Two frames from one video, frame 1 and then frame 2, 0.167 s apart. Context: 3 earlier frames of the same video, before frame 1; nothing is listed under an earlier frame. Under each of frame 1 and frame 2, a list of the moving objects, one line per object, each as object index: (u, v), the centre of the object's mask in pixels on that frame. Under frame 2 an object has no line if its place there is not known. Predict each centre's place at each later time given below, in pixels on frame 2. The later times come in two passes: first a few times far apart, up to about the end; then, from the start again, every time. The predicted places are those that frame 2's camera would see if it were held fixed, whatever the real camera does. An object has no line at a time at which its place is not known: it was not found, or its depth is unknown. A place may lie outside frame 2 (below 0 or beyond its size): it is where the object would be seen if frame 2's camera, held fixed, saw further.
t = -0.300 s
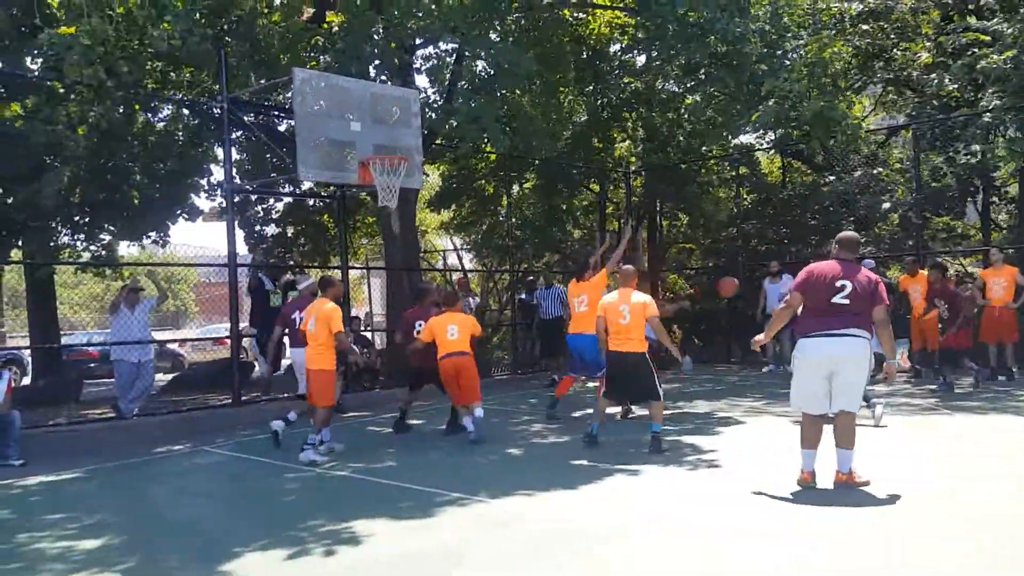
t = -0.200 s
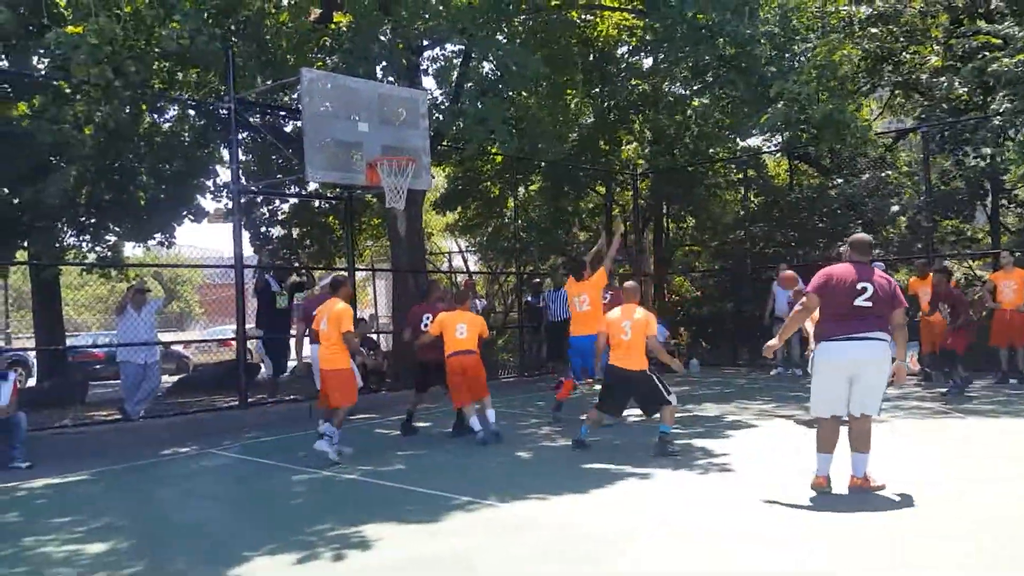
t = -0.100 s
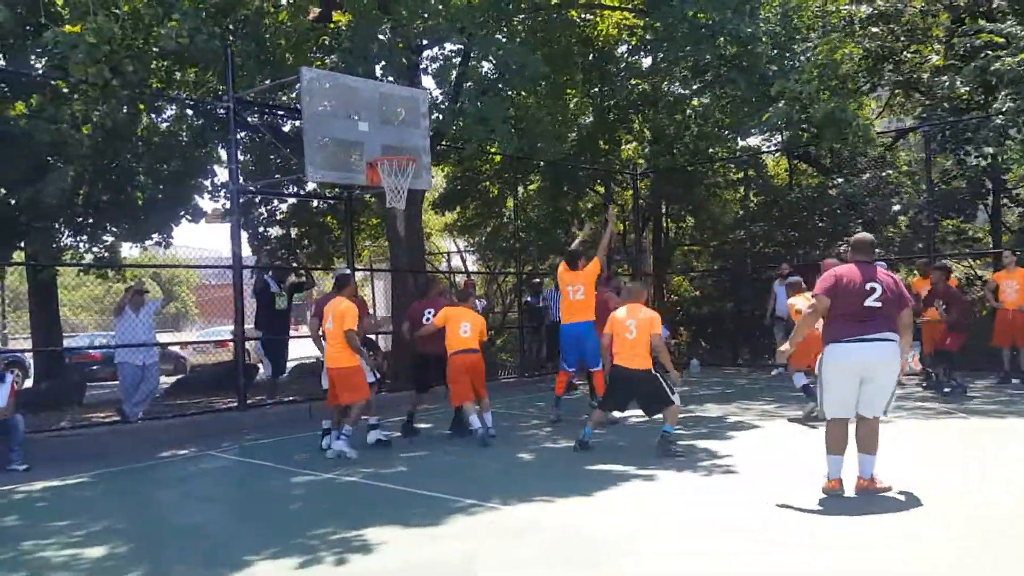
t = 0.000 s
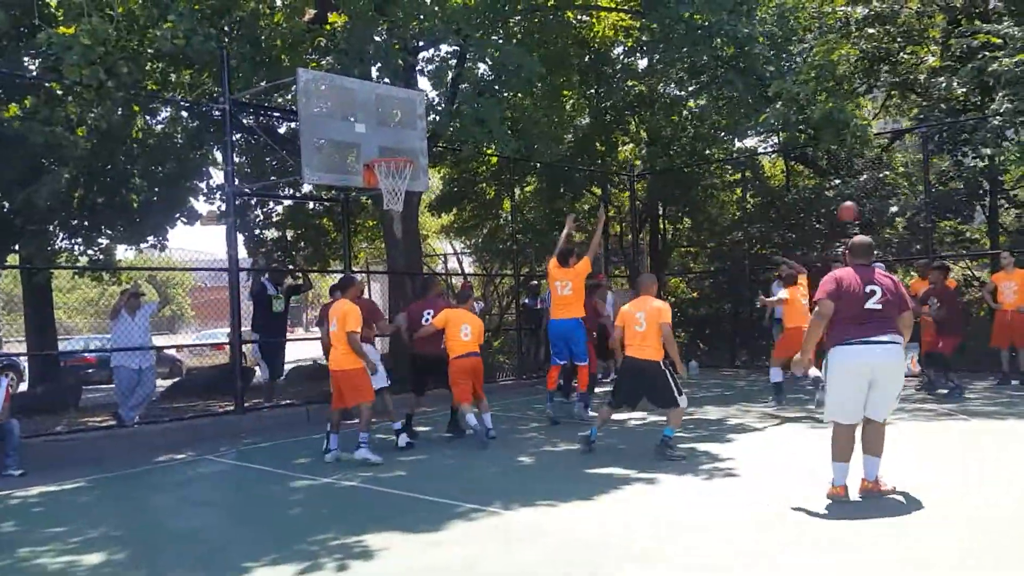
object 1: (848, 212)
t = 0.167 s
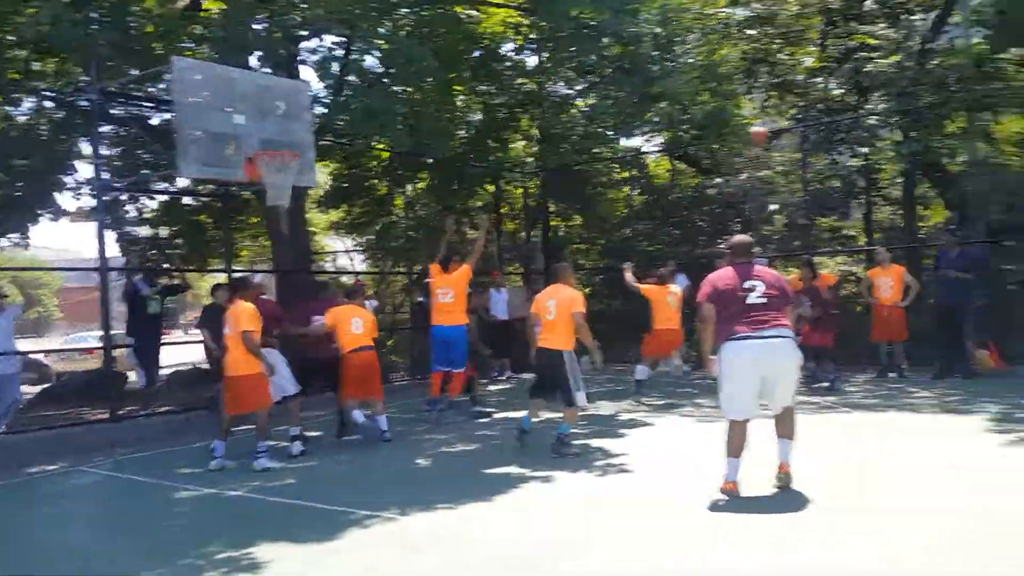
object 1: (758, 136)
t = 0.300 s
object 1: (778, 102)
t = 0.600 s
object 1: (827, 70)
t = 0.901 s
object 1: (876, 102)
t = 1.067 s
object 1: (902, 146)
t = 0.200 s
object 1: (762, 126)
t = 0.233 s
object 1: (766, 116)
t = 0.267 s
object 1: (772, 110)
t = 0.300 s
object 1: (778, 102)
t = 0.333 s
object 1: (783, 98)
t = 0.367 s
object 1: (788, 90)
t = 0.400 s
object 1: (795, 83)
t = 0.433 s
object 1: (799, 78)
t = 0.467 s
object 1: (807, 75)
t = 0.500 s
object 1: (812, 72)
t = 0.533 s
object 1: (817, 72)
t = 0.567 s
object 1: (824, 70)
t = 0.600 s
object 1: (827, 70)
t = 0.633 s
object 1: (834, 69)
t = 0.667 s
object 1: (839, 71)
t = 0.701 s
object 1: (842, 73)
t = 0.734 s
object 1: (849, 76)
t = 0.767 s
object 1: (853, 79)
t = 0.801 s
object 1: (858, 86)
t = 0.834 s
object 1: (864, 90)
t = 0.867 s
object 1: (871, 95)
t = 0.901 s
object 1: (876, 102)
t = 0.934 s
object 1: (879, 111)
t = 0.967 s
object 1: (883, 119)
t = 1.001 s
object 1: (885, 122)
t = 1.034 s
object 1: (895, 137)
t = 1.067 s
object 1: (902, 146)
